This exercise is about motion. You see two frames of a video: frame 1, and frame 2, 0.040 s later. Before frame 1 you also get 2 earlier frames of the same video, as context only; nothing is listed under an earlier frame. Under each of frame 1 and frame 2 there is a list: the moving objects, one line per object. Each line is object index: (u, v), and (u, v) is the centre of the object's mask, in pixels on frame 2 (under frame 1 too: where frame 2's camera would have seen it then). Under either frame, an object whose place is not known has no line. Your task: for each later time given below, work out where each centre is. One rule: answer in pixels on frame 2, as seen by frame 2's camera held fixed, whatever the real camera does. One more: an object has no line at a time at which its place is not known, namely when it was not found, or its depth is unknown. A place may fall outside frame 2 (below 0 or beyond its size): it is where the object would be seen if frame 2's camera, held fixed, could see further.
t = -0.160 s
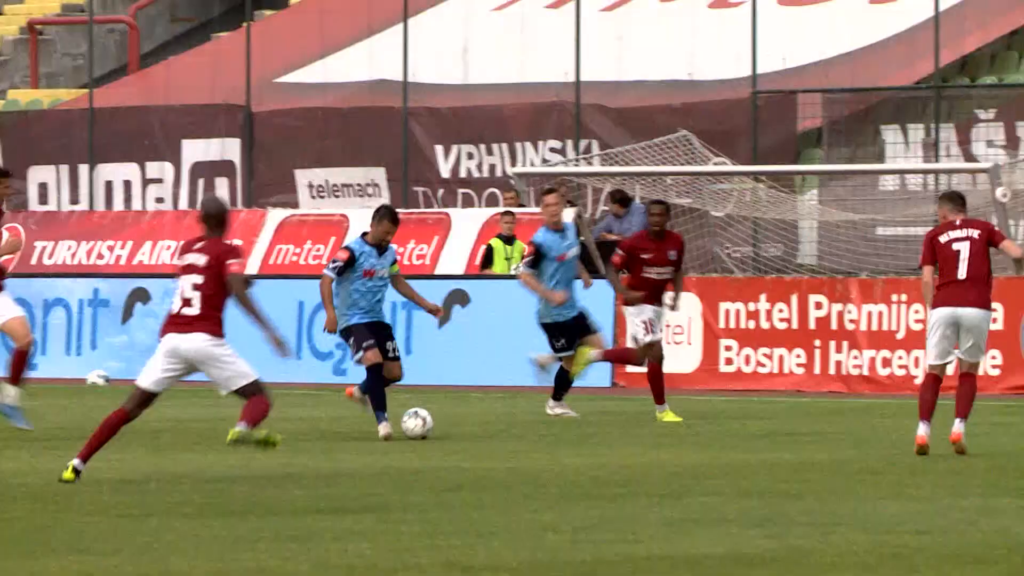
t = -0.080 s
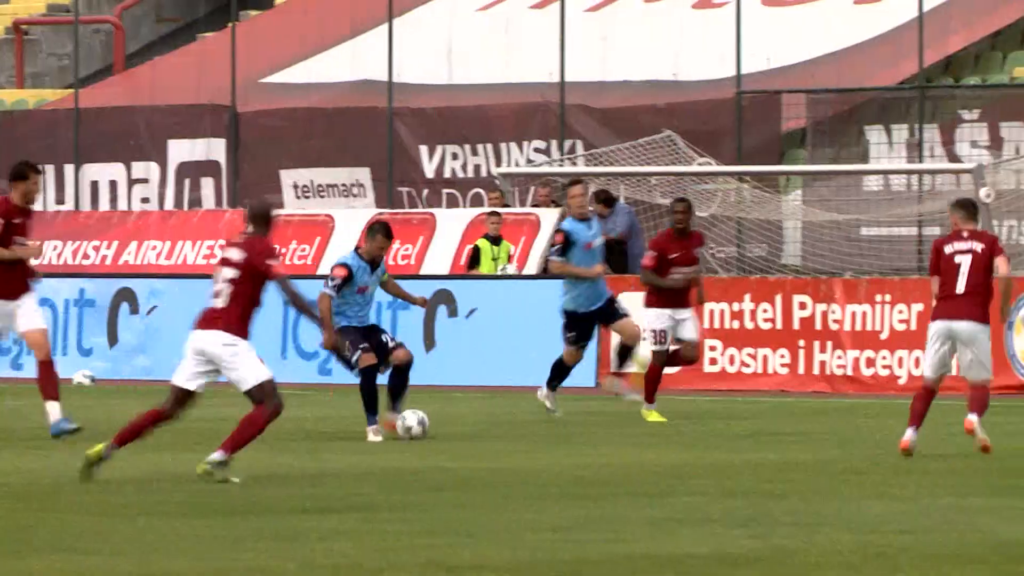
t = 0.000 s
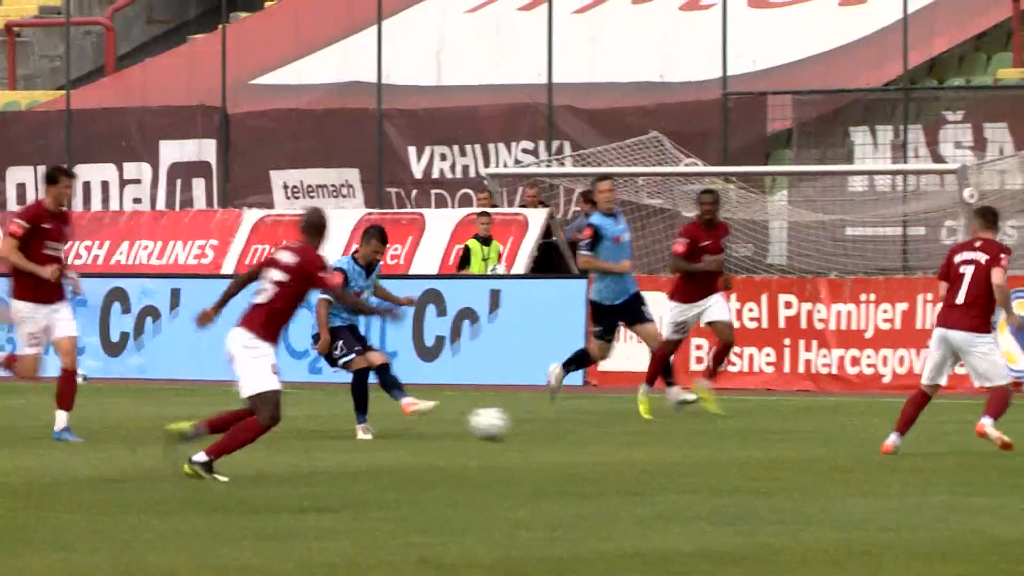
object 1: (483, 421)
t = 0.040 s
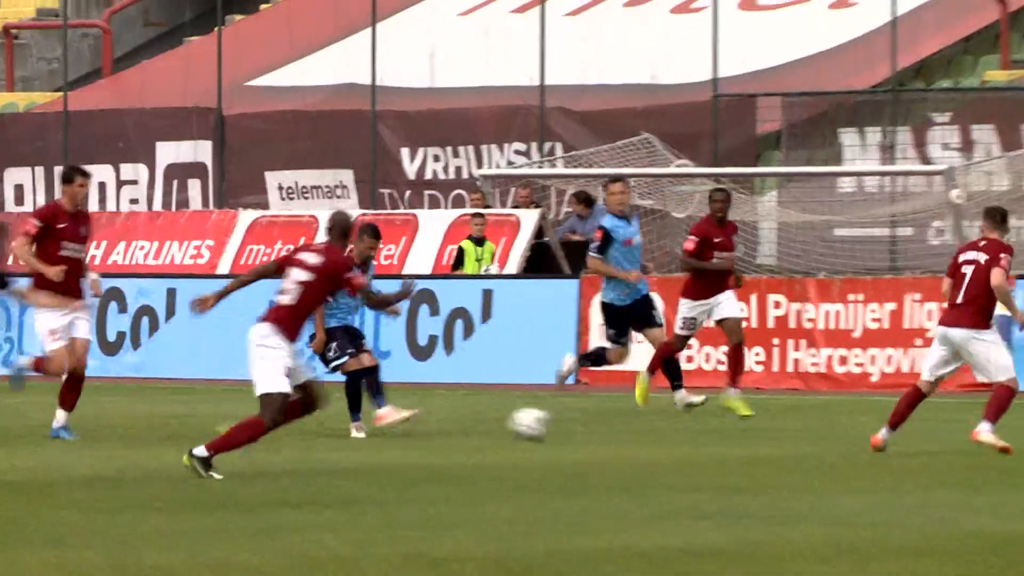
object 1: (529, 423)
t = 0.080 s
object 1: (578, 427)
